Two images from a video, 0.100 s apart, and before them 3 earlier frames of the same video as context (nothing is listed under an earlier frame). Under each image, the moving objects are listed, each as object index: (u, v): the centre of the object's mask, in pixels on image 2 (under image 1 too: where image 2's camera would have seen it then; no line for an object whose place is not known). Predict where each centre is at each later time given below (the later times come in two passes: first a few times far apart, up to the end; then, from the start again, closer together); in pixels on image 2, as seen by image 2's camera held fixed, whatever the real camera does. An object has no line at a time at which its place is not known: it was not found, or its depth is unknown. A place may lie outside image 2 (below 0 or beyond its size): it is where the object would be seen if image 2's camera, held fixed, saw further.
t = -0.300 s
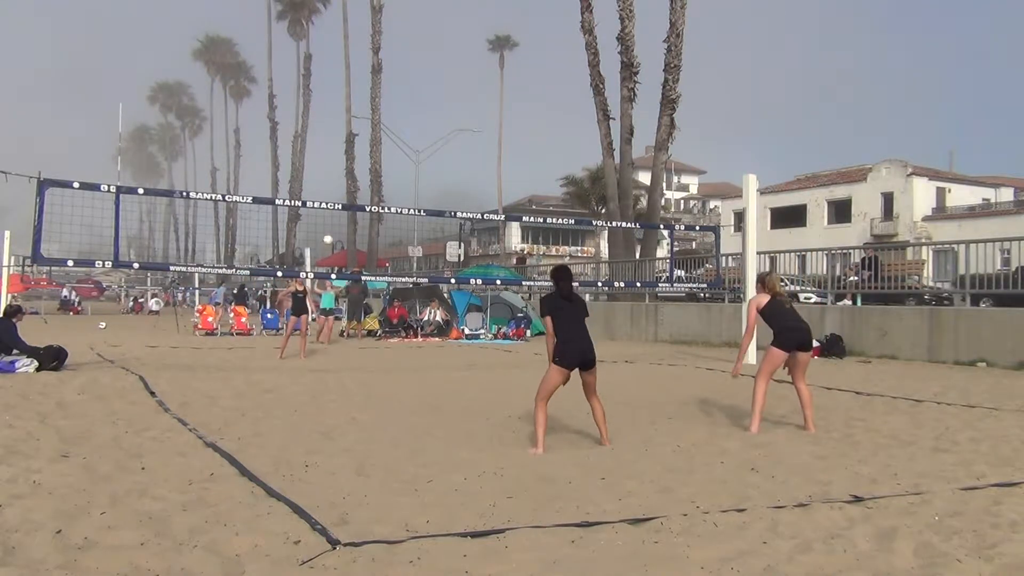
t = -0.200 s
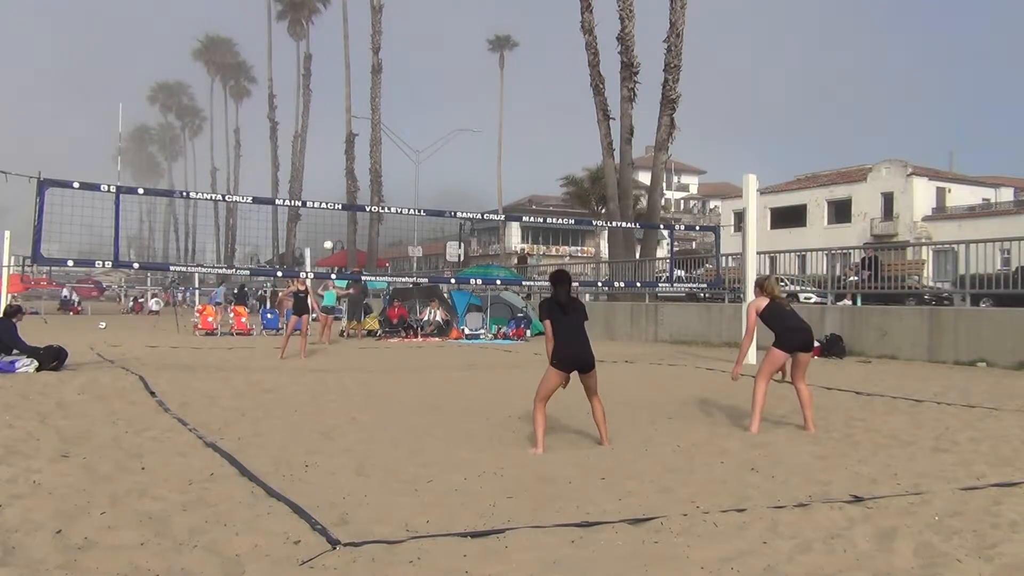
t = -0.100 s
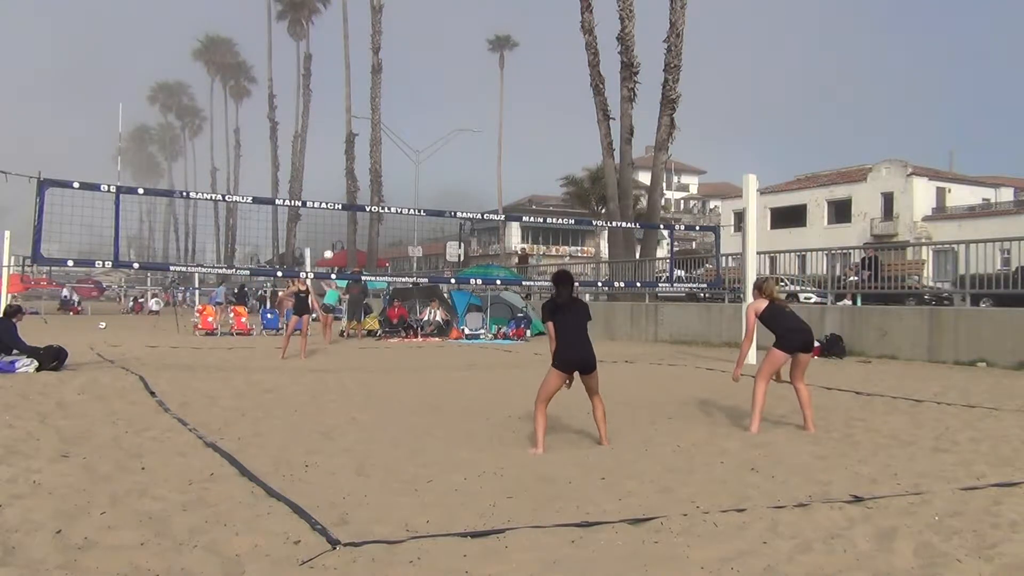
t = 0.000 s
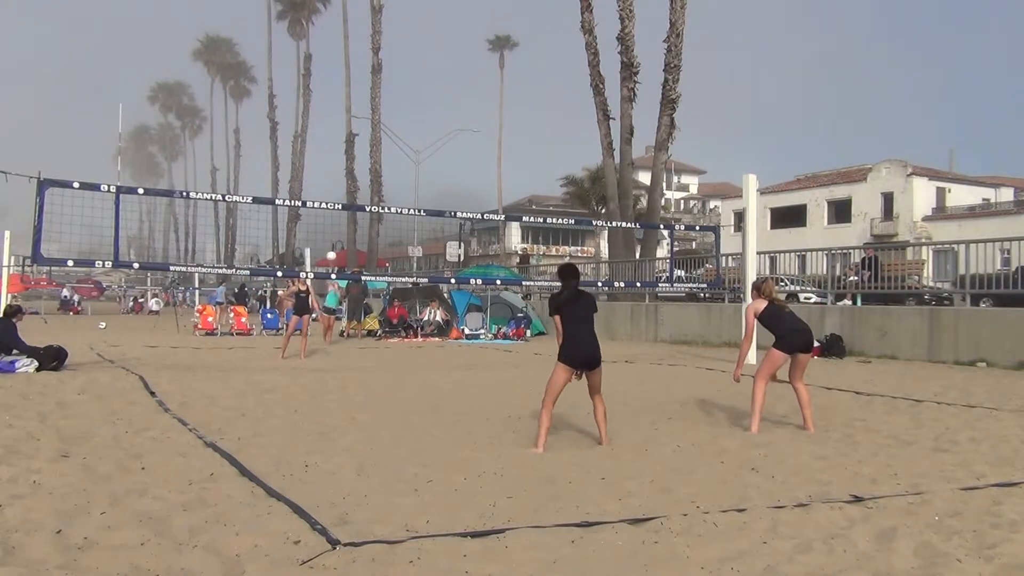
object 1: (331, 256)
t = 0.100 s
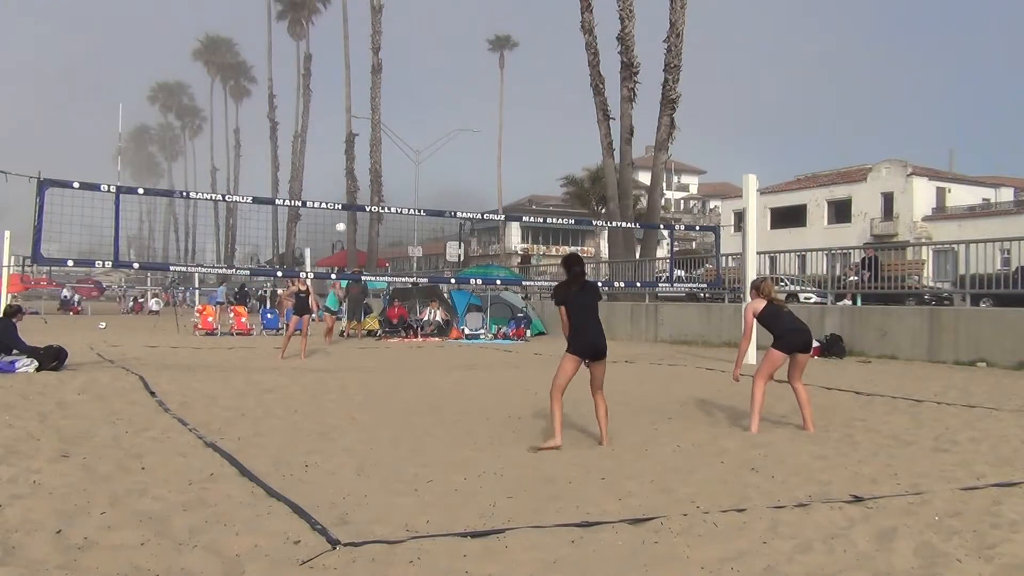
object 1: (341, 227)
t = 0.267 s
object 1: (356, 183)
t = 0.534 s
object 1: (384, 126)
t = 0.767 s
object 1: (421, 100)
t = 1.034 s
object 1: (482, 122)
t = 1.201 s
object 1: (530, 178)
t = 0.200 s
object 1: (351, 199)
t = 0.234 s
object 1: (353, 191)
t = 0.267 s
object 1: (356, 183)
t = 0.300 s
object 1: (360, 175)
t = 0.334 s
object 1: (363, 167)
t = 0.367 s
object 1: (367, 159)
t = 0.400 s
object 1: (370, 152)
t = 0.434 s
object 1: (373, 145)
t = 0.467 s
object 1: (376, 139)
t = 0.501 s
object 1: (380, 132)
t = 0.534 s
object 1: (384, 126)
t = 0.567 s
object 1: (388, 121)
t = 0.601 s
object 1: (393, 116)
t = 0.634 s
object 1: (398, 111)
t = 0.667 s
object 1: (403, 107)
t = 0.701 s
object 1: (409, 104)
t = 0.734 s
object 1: (415, 101)
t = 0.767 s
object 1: (421, 100)
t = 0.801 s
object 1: (428, 99)
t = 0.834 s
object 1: (435, 99)
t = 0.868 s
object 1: (442, 100)
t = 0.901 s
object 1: (450, 102)
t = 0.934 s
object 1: (457, 105)
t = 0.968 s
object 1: (465, 109)
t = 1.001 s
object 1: (474, 115)
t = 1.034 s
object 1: (482, 122)
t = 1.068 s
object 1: (491, 130)
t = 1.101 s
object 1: (500, 140)
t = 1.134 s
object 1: (509, 151)
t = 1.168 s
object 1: (519, 164)
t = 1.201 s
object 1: (530, 178)
